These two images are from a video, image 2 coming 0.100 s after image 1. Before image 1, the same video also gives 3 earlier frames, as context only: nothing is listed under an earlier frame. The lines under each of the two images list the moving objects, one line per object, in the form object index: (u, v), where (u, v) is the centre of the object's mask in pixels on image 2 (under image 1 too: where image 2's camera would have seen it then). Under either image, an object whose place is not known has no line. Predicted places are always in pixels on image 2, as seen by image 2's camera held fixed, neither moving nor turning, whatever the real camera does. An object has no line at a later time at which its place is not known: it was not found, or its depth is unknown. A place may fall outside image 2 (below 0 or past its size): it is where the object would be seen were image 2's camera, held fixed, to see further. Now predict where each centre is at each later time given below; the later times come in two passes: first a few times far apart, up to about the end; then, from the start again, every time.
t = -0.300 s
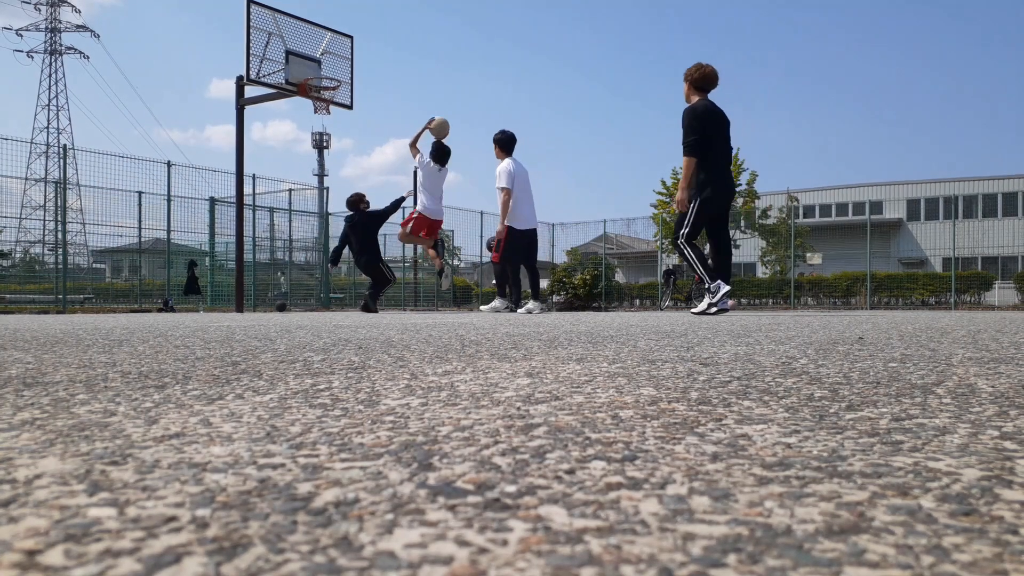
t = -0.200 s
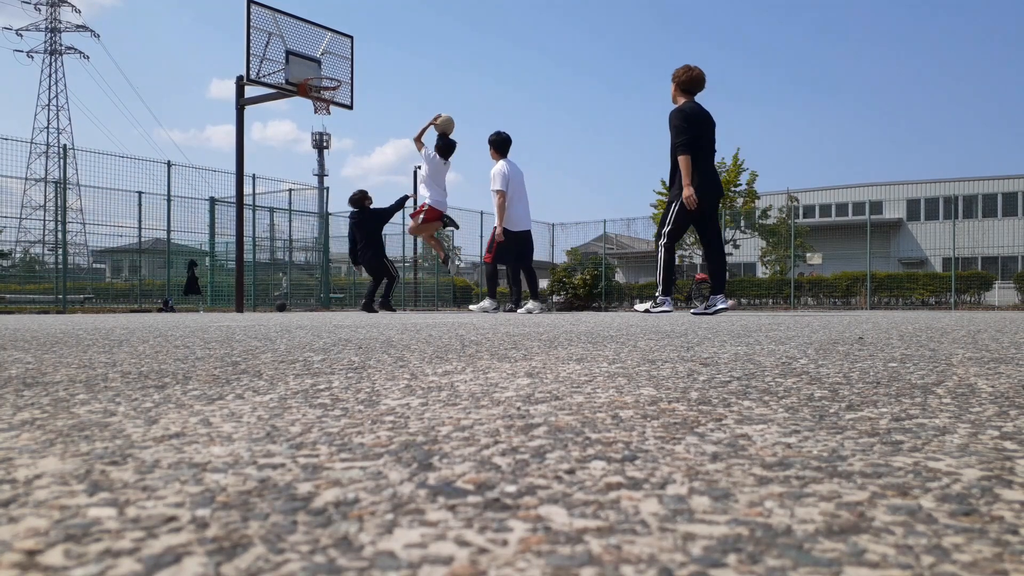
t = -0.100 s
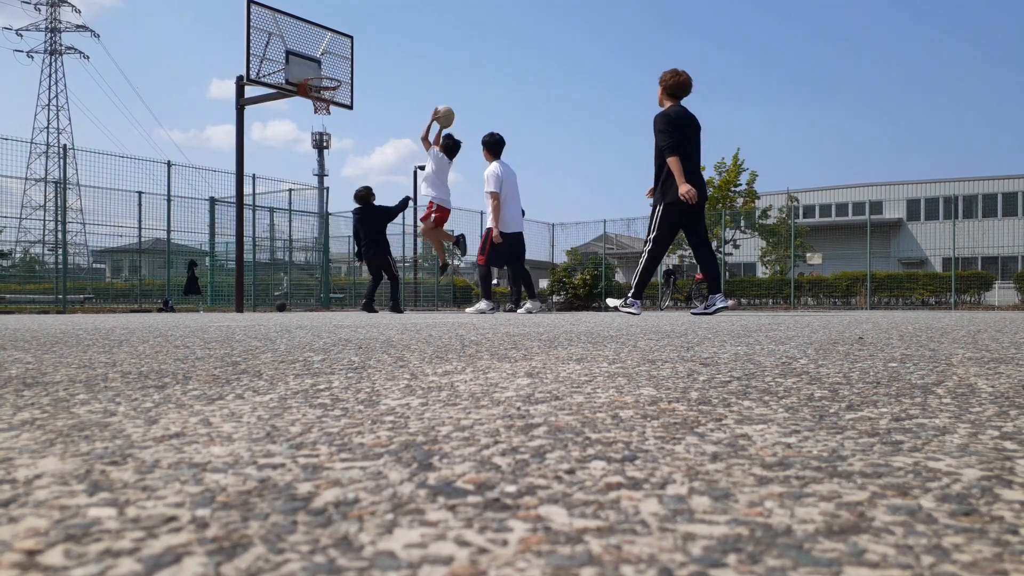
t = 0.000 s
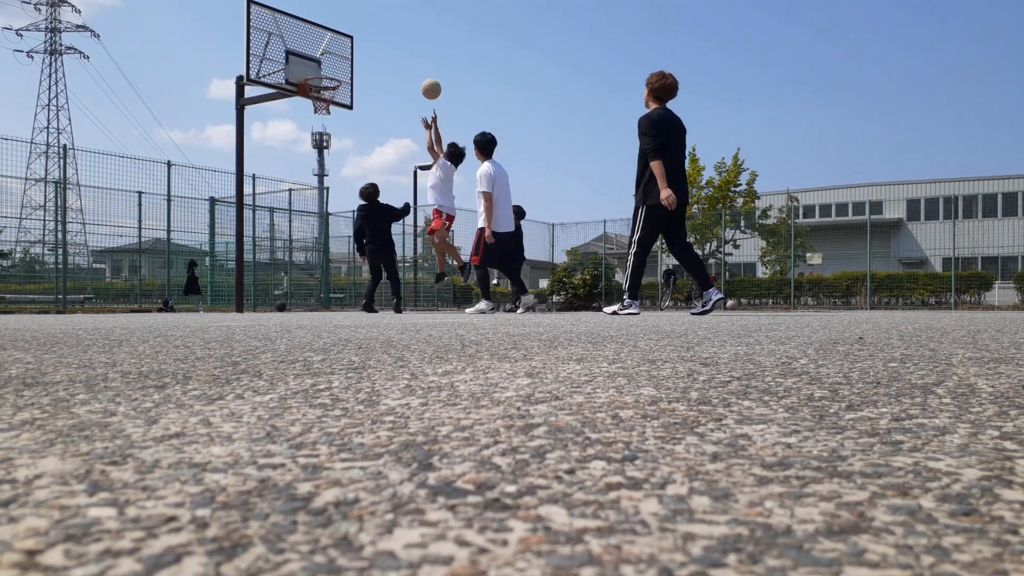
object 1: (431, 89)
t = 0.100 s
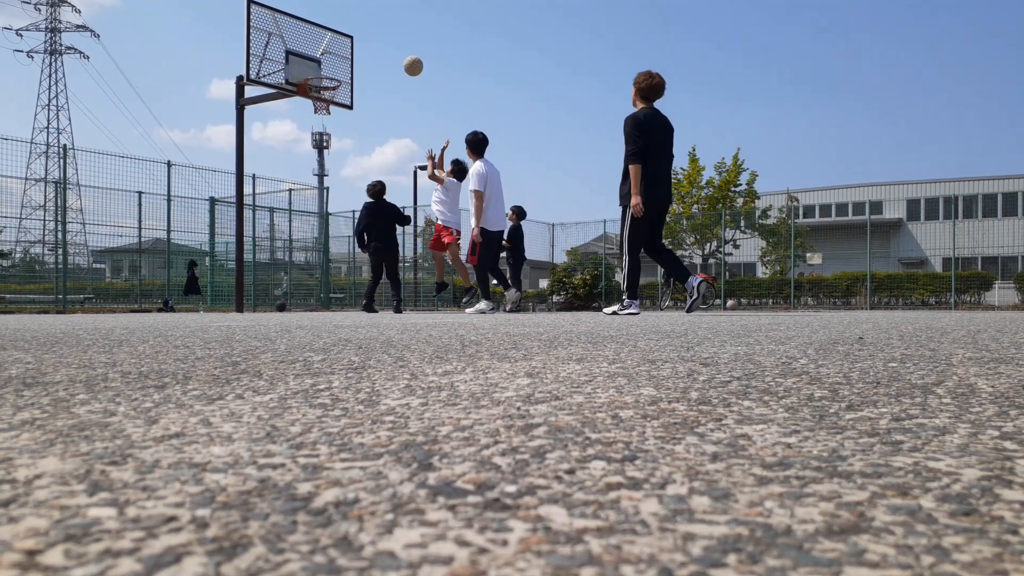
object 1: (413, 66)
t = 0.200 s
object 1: (396, 51)
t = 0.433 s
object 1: (357, 48)
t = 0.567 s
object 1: (336, 65)
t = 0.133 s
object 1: (407, 60)
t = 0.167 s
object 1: (401, 55)
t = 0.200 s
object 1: (396, 51)
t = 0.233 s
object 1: (390, 48)
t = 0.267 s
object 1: (384, 46)
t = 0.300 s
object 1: (379, 45)
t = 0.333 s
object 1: (373, 44)
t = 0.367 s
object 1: (368, 45)
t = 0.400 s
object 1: (362, 46)
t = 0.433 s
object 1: (357, 48)
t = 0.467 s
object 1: (351, 51)
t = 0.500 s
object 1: (346, 55)
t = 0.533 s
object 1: (341, 60)
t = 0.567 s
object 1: (336, 65)
